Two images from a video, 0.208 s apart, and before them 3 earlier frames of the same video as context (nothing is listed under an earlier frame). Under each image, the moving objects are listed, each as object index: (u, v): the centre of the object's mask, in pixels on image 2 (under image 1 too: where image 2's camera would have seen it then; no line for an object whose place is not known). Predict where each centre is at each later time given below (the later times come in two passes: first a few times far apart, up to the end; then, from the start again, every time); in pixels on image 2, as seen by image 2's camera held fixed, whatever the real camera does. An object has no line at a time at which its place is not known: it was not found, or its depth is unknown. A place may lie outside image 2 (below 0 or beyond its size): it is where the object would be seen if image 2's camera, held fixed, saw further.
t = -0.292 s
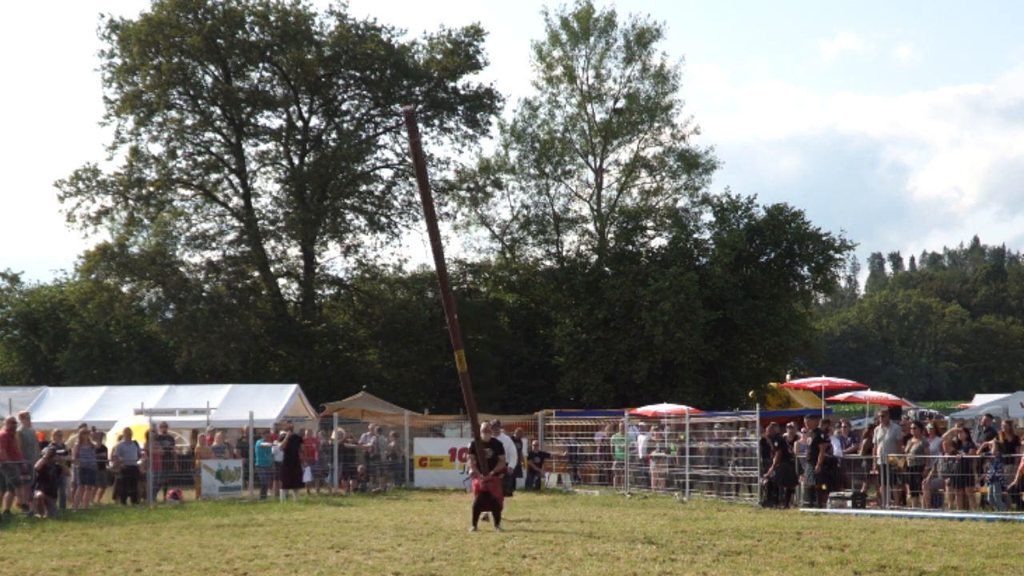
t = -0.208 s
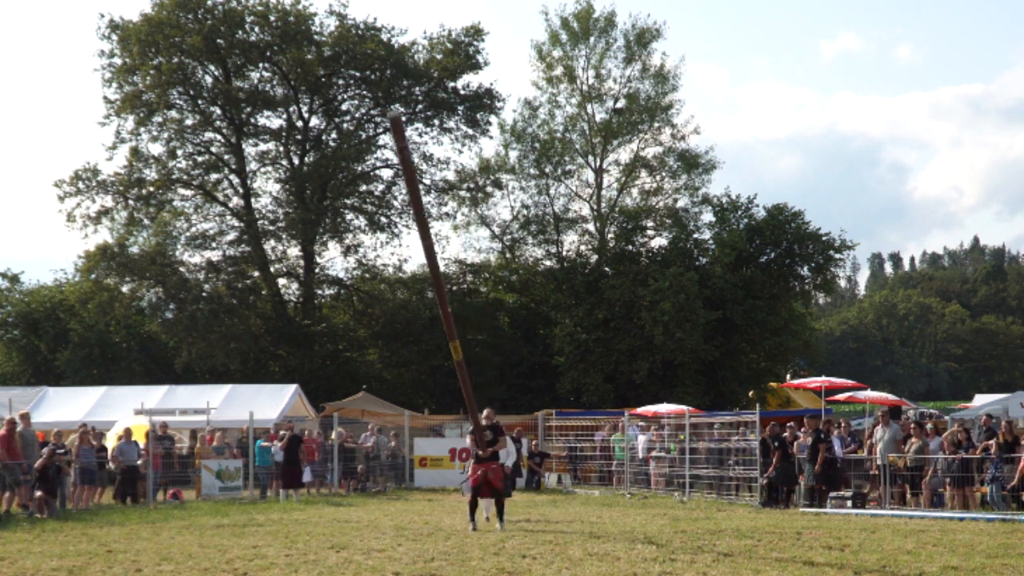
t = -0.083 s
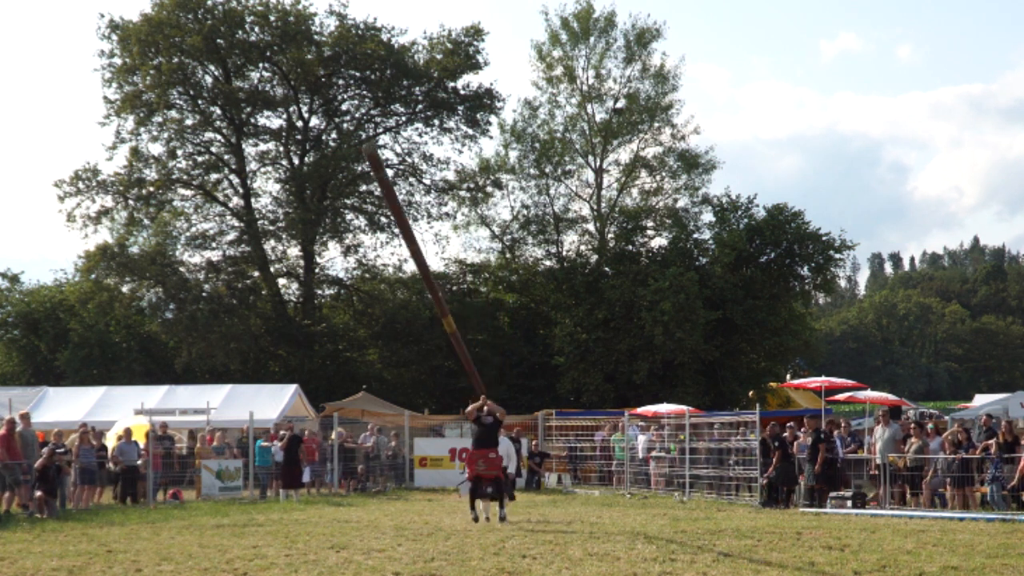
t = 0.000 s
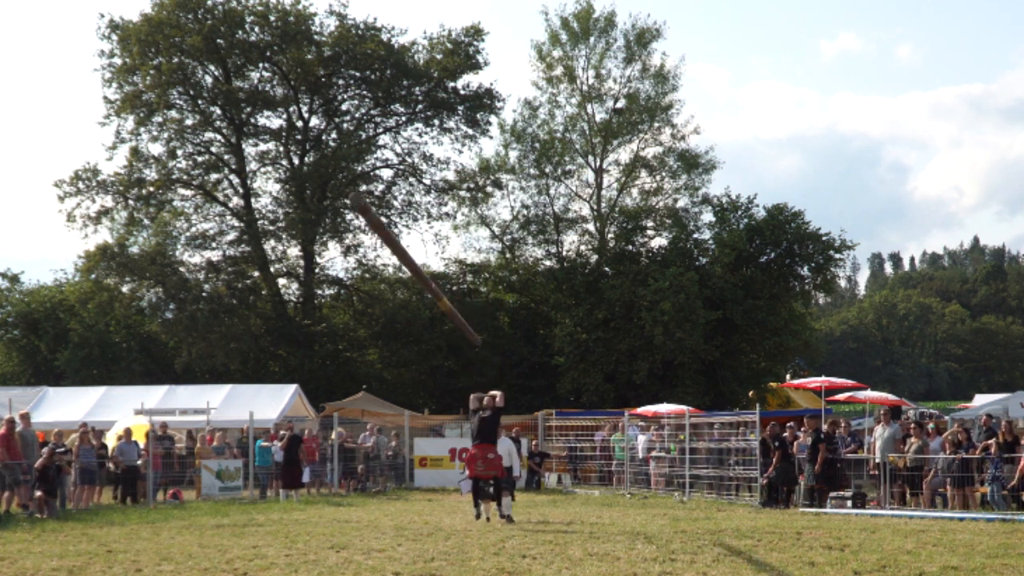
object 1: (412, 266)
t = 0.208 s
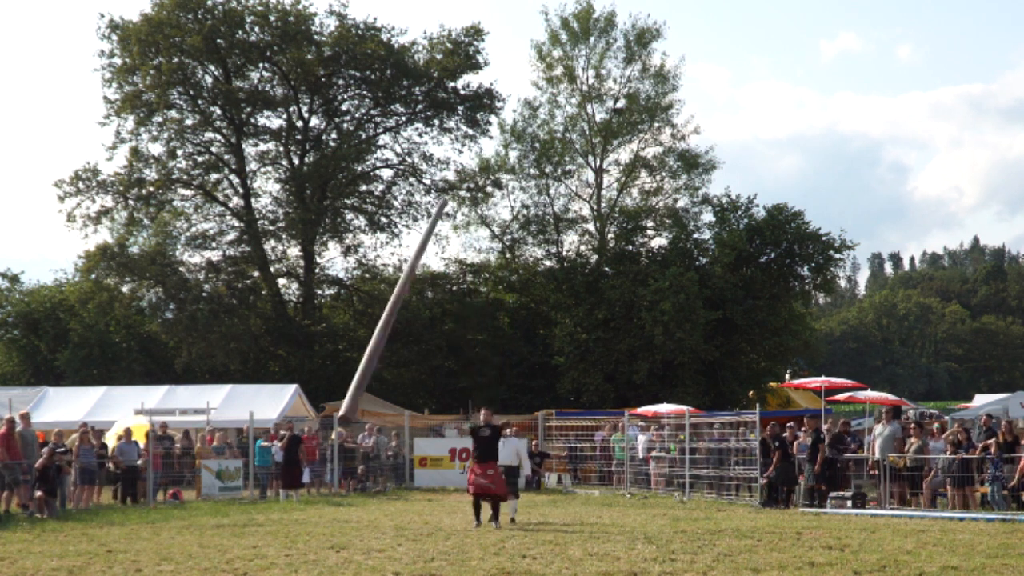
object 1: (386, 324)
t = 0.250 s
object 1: (383, 340)
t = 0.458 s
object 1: (366, 358)
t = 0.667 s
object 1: (342, 328)
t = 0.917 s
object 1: (309, 314)
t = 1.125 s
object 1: (279, 306)
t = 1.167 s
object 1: (272, 302)
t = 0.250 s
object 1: (383, 340)
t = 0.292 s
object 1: (381, 349)
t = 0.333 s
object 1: (378, 365)
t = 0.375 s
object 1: (375, 370)
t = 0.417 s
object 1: (370, 369)
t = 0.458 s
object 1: (366, 358)
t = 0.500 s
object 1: (361, 352)
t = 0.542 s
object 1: (357, 339)
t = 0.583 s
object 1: (352, 337)
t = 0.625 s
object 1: (347, 332)
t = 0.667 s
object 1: (342, 328)
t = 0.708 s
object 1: (337, 326)
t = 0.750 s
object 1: (332, 321)
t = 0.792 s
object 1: (327, 325)
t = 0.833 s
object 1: (321, 325)
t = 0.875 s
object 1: (315, 323)
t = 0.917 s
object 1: (309, 314)
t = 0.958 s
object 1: (304, 315)
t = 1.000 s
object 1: (297, 312)
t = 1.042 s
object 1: (292, 311)
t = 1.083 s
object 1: (286, 308)
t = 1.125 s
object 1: (279, 306)
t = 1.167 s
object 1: (272, 302)
